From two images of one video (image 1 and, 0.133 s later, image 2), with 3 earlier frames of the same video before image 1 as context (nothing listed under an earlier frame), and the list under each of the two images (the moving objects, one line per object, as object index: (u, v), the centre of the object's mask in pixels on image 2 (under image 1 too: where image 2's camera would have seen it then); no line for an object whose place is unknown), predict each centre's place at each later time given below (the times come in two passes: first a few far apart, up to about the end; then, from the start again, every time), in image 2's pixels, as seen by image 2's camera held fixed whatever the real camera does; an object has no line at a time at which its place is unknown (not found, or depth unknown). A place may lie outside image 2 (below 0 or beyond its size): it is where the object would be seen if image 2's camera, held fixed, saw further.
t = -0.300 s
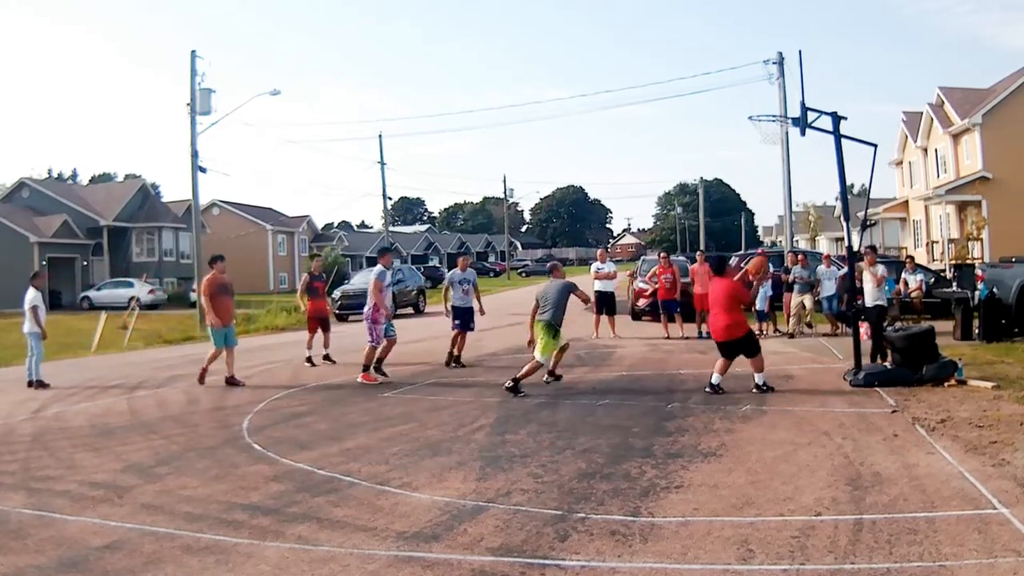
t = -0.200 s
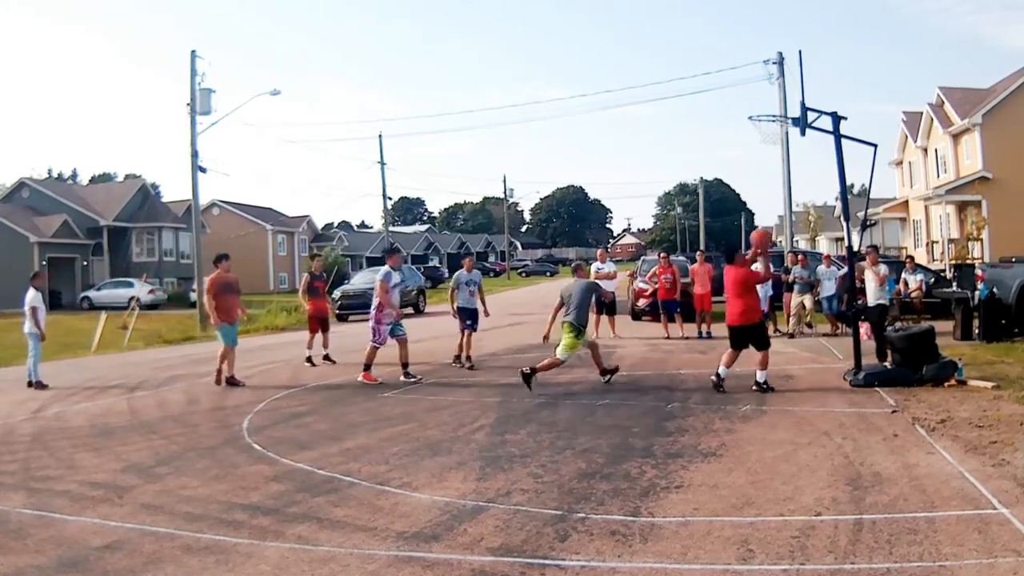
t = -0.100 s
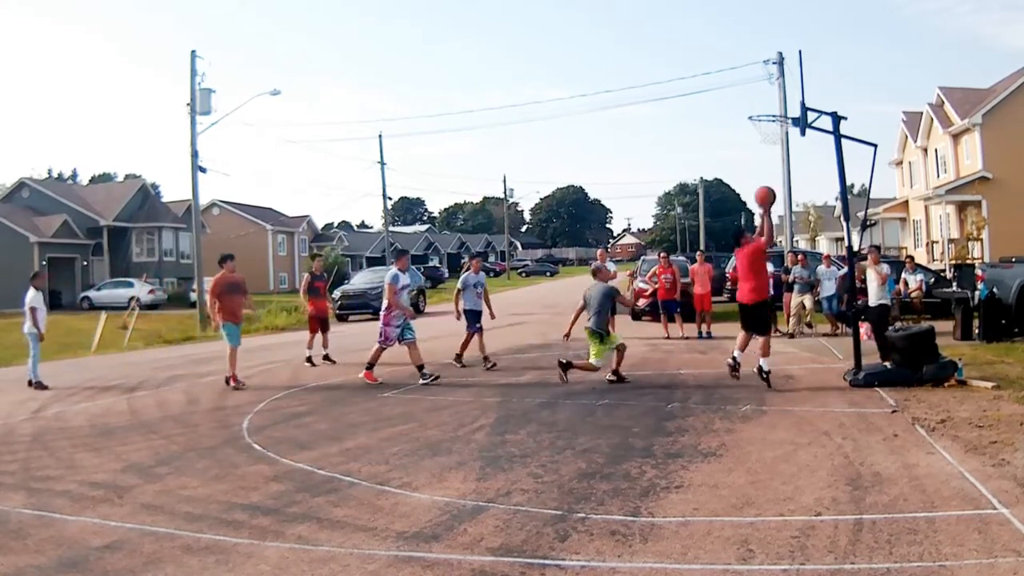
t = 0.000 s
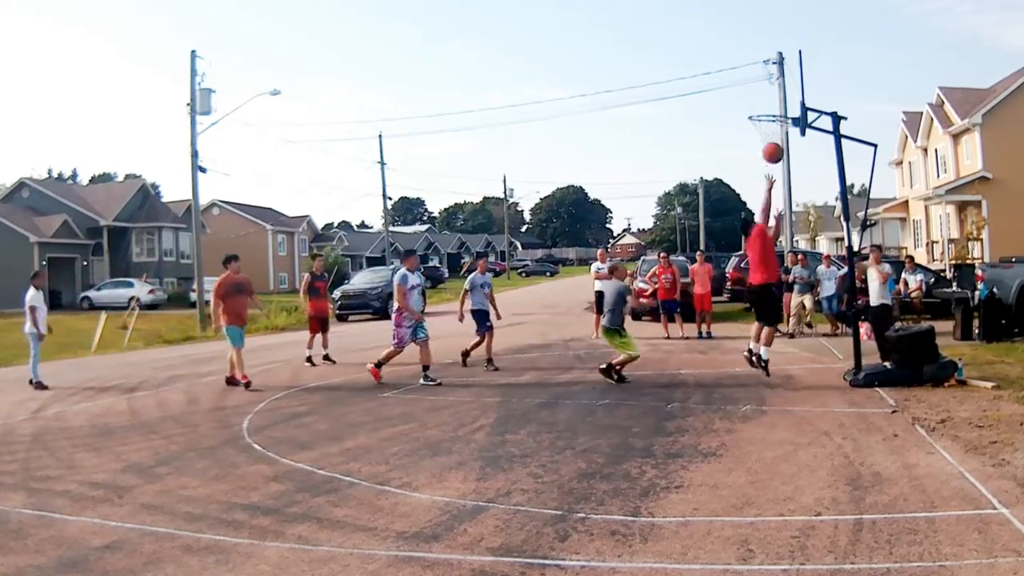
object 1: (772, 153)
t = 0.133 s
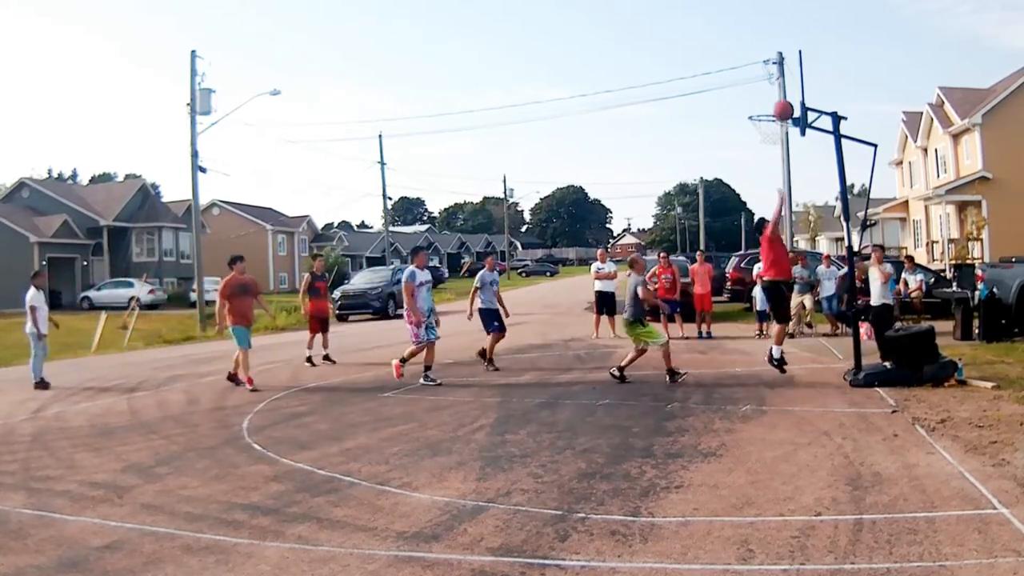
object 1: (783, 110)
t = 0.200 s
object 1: (789, 95)
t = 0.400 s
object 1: (775, 84)
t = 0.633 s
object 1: (760, 116)
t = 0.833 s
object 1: (766, 148)
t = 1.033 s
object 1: (785, 197)
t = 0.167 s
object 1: (786, 102)
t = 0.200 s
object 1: (789, 95)
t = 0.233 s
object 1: (789, 89)
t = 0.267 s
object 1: (786, 87)
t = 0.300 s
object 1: (783, 85)
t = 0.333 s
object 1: (781, 84)
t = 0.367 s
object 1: (778, 84)
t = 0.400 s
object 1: (775, 84)
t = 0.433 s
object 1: (773, 86)
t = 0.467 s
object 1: (771, 88)
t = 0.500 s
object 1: (768, 93)
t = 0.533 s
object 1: (766, 97)
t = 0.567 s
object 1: (764, 103)
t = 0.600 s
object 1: (762, 109)
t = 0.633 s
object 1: (760, 116)
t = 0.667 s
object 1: (759, 125)
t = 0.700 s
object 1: (757, 131)
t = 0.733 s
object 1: (758, 136)
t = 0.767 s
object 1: (760, 139)
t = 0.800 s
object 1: (763, 143)
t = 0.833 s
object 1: (766, 148)
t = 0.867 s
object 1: (769, 153)
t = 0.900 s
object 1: (772, 160)
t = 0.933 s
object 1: (775, 168)
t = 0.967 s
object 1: (778, 176)
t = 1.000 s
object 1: (782, 186)
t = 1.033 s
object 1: (785, 197)
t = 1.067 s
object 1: (788, 209)
